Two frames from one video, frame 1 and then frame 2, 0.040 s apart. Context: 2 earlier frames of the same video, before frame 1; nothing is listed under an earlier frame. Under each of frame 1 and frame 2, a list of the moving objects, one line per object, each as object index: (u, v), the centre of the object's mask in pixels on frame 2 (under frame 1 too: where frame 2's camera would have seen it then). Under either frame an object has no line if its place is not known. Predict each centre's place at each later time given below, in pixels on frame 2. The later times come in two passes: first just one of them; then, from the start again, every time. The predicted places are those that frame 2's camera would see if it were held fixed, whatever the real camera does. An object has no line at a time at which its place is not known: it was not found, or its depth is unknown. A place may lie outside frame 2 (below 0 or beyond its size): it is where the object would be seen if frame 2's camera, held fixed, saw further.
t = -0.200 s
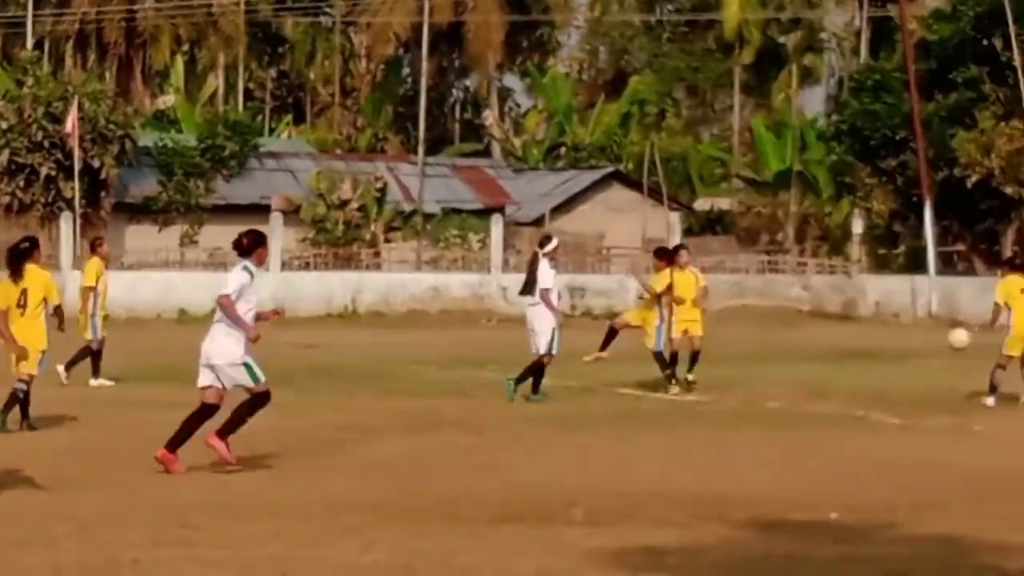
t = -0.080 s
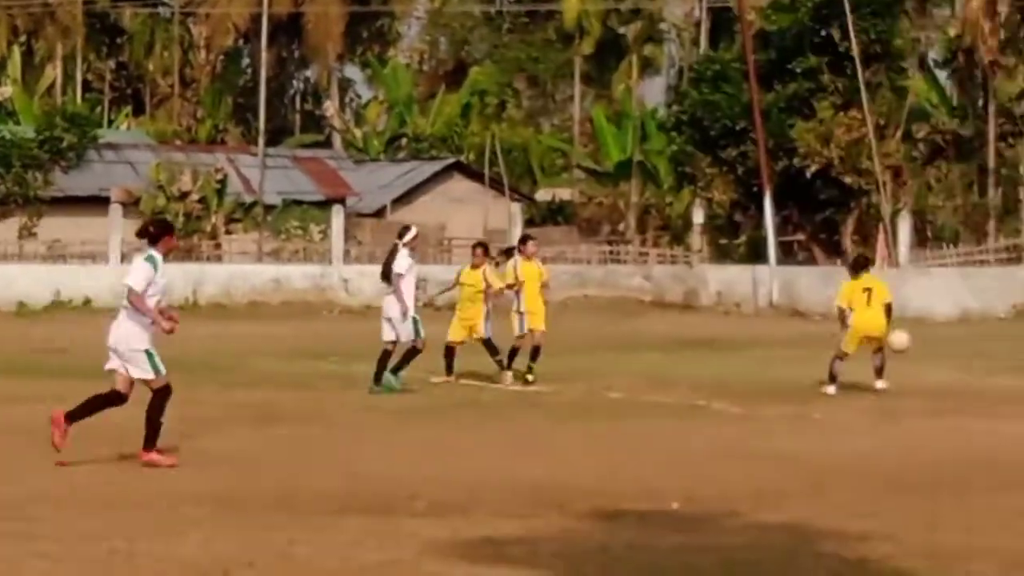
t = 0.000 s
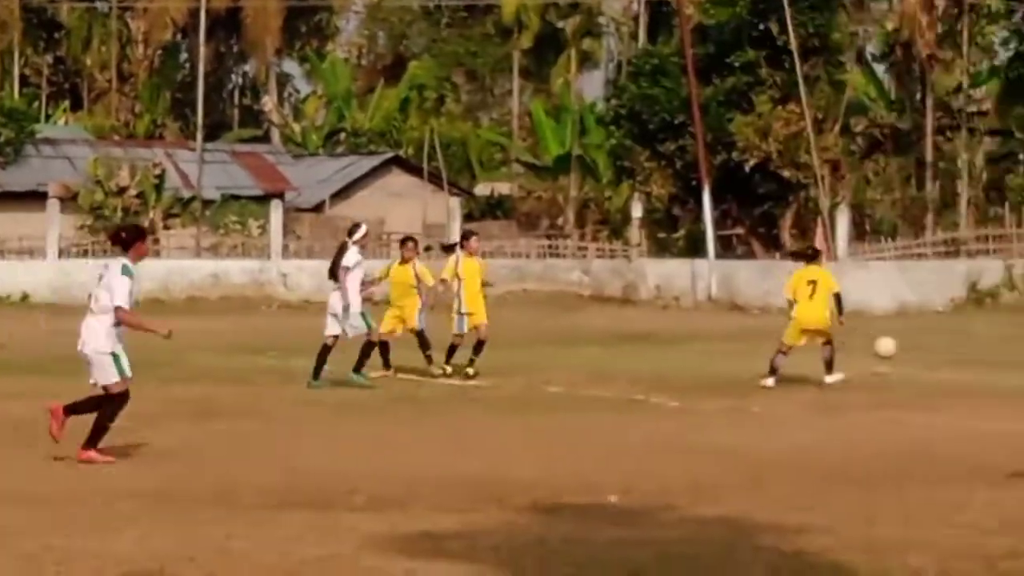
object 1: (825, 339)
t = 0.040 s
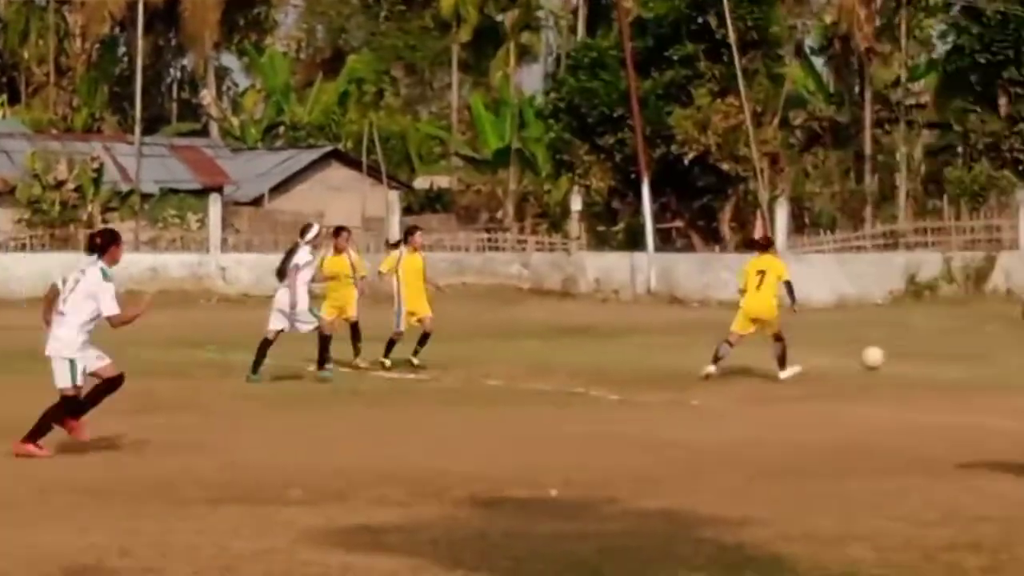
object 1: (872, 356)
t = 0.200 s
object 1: (955, 341)
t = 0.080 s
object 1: (893, 355)
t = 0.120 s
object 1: (914, 349)
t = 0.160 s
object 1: (935, 345)
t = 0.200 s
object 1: (955, 341)
